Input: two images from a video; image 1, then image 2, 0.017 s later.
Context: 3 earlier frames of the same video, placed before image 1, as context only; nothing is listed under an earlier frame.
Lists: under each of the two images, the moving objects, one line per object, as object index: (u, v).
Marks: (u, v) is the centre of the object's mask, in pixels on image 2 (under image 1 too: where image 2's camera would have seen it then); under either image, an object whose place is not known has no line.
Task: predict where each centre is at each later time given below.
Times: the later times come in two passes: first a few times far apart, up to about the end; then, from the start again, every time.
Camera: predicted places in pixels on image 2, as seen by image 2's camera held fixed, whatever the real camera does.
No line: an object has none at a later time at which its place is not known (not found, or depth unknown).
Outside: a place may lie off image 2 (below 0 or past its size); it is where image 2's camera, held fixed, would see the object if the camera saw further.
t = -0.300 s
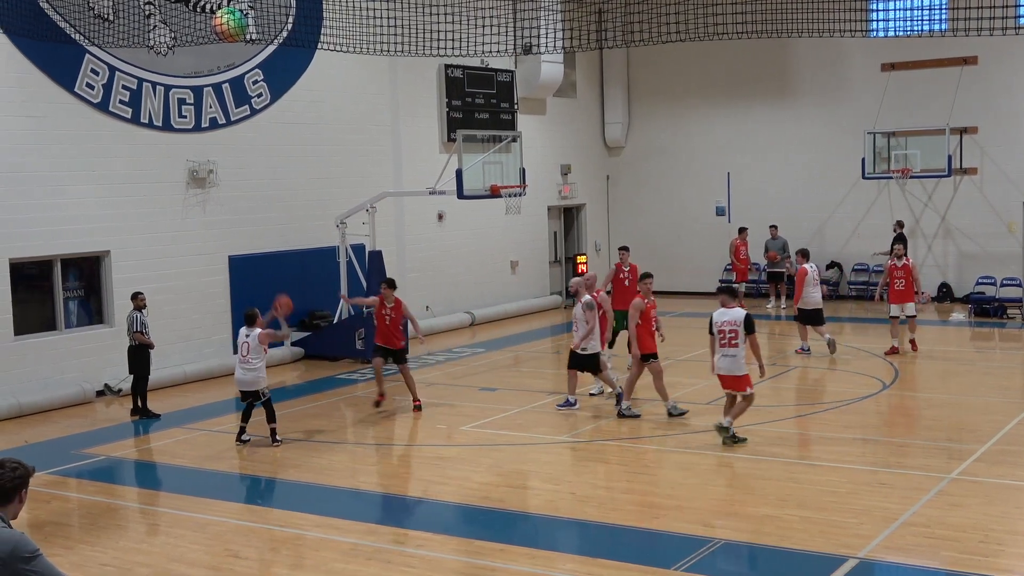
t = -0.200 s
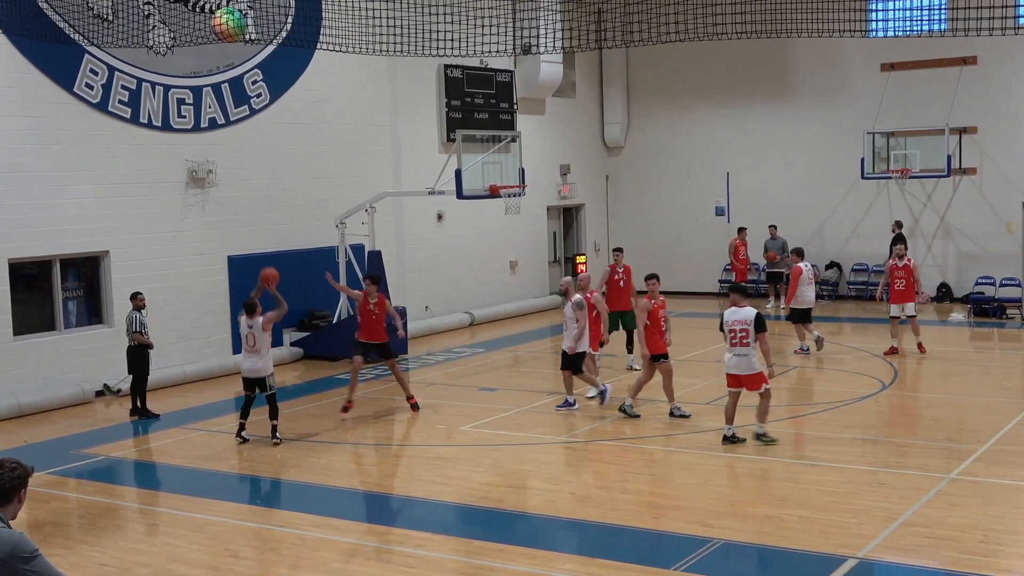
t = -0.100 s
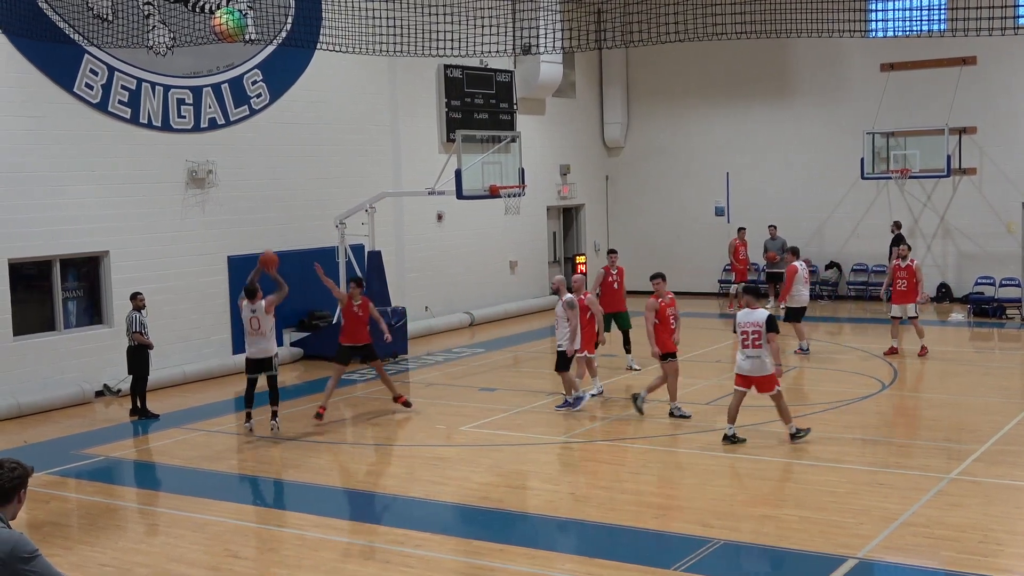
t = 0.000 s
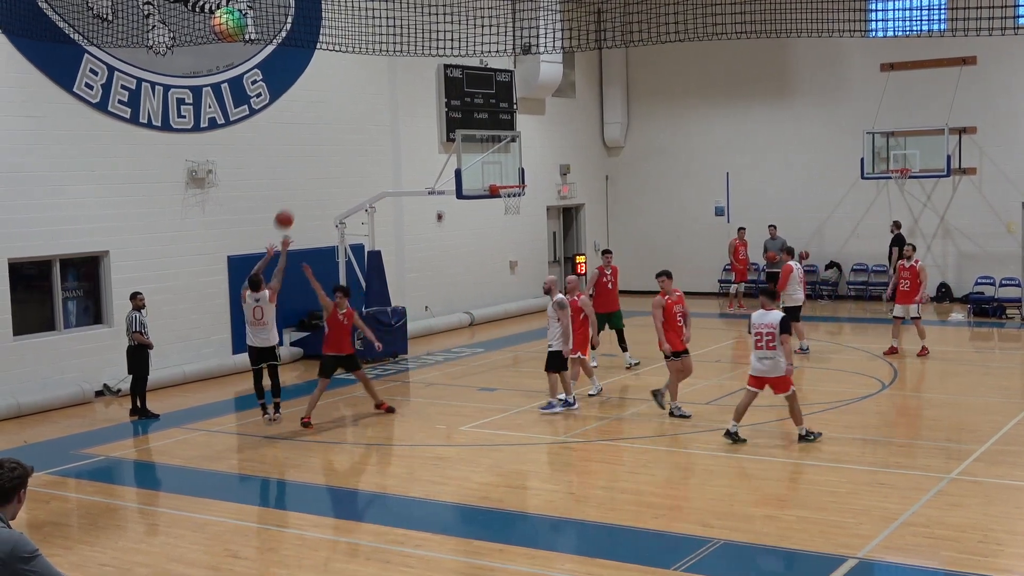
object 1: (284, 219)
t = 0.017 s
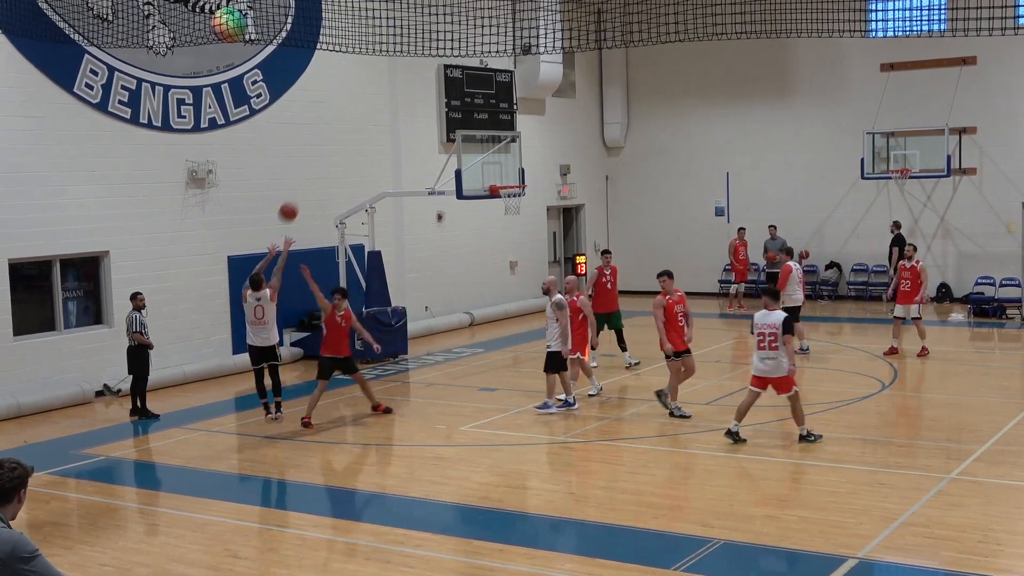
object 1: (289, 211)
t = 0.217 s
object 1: (335, 136)
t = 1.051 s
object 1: (497, 151)
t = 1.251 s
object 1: (521, 169)
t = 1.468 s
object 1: (539, 161)
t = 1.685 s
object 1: (560, 182)
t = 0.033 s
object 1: (293, 204)
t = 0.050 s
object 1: (297, 196)
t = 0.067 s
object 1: (300, 189)
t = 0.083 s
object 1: (305, 182)
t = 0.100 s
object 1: (308, 175)
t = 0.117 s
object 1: (312, 169)
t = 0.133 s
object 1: (316, 163)
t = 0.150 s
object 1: (320, 157)
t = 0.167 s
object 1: (324, 151)
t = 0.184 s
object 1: (328, 146)
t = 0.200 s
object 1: (331, 141)
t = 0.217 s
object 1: (335, 136)
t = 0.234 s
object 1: (339, 132)
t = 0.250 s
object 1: (343, 127)
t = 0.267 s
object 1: (346, 123)
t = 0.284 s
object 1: (349, 119)
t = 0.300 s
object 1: (353, 116)
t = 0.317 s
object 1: (357, 112)
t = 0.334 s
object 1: (360, 108)
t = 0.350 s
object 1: (364, 106)
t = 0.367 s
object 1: (367, 103)
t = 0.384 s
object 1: (371, 100)
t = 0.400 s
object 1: (374, 98)
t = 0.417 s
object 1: (378, 96)
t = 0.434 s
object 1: (381, 94)
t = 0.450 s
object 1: (385, 92)
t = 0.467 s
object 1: (388, 91)
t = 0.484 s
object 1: (392, 89)
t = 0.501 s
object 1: (395, 88)
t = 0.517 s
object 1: (398, 87)
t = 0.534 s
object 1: (402, 87)
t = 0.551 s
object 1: (405, 86)
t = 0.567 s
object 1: (408, 86)
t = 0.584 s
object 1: (412, 86)
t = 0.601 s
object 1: (415, 85)
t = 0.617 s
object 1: (418, 86)
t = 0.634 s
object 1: (421, 86)
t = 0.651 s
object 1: (425, 87)
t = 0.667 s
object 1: (428, 87)
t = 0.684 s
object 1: (431, 88)
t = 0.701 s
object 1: (434, 90)
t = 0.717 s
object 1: (437, 91)
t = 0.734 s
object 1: (441, 92)
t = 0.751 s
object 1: (444, 94)
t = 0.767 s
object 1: (447, 95)
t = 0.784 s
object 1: (450, 97)
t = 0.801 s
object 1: (453, 100)
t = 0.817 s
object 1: (456, 102)
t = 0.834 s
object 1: (459, 104)
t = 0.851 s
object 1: (462, 107)
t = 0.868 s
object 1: (465, 110)
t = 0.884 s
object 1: (468, 113)
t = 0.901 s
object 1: (470, 116)
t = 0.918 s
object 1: (474, 120)
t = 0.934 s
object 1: (476, 122)
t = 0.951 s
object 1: (479, 126)
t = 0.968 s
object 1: (482, 129)
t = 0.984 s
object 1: (485, 134)
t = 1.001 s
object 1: (488, 138)
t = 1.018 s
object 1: (491, 142)
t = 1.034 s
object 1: (494, 145)
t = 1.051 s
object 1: (497, 151)
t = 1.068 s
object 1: (499, 156)
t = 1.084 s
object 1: (502, 160)
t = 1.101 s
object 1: (505, 165)
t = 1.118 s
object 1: (507, 169)
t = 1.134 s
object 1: (510, 175)
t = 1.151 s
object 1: (513, 180)
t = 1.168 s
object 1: (515, 180)
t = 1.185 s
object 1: (516, 177)
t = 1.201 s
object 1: (517, 175)
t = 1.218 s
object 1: (518, 173)
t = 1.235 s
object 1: (520, 171)
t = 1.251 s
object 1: (521, 169)
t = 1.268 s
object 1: (523, 168)
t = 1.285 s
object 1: (524, 166)
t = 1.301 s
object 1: (525, 165)
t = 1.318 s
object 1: (527, 164)
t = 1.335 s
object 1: (528, 163)
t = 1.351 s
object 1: (529, 162)
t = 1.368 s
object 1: (531, 161)
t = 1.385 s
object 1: (532, 161)
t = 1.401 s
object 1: (533, 160)
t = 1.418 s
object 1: (535, 160)
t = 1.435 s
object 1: (536, 160)
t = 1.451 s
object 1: (538, 160)
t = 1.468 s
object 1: (539, 161)
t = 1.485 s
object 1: (541, 161)
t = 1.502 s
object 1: (542, 162)
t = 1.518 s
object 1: (544, 163)
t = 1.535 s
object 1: (546, 164)
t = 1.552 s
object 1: (547, 166)
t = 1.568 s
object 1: (549, 167)
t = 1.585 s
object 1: (550, 169)
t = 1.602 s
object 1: (552, 170)
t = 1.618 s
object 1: (553, 172)
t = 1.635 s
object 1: (555, 175)
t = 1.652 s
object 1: (556, 177)
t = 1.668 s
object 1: (558, 180)
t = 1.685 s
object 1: (560, 182)
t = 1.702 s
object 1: (561, 185)
